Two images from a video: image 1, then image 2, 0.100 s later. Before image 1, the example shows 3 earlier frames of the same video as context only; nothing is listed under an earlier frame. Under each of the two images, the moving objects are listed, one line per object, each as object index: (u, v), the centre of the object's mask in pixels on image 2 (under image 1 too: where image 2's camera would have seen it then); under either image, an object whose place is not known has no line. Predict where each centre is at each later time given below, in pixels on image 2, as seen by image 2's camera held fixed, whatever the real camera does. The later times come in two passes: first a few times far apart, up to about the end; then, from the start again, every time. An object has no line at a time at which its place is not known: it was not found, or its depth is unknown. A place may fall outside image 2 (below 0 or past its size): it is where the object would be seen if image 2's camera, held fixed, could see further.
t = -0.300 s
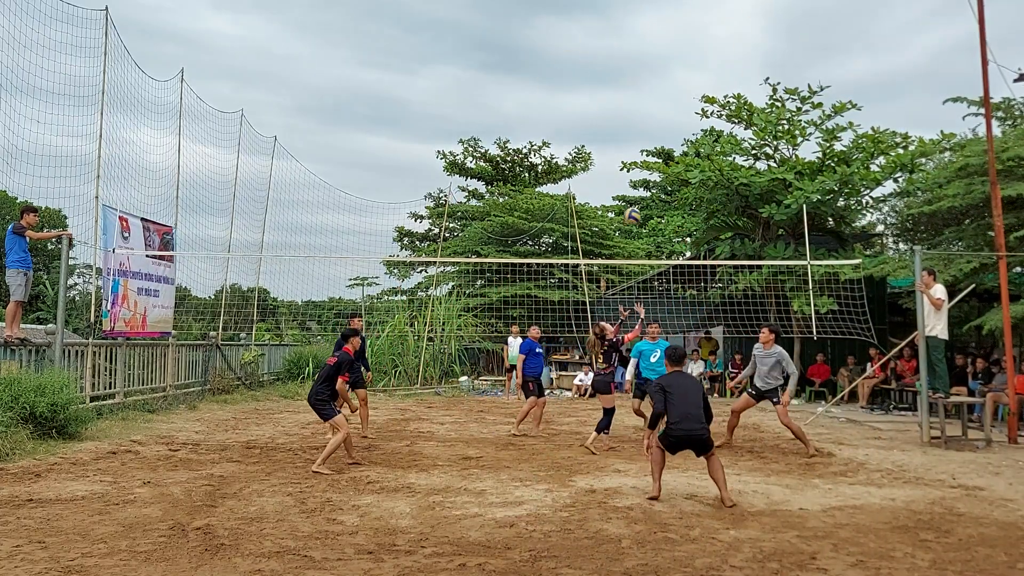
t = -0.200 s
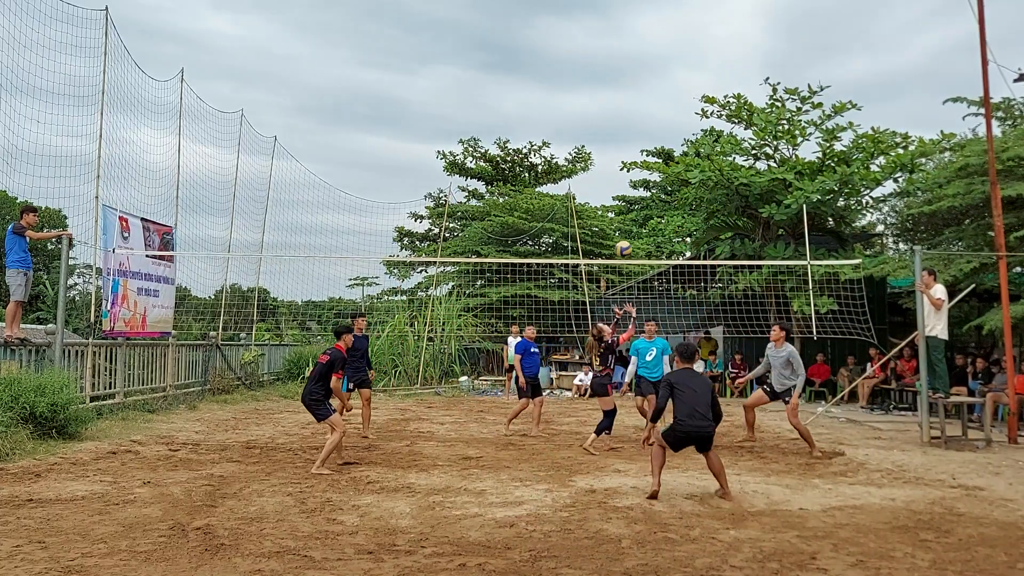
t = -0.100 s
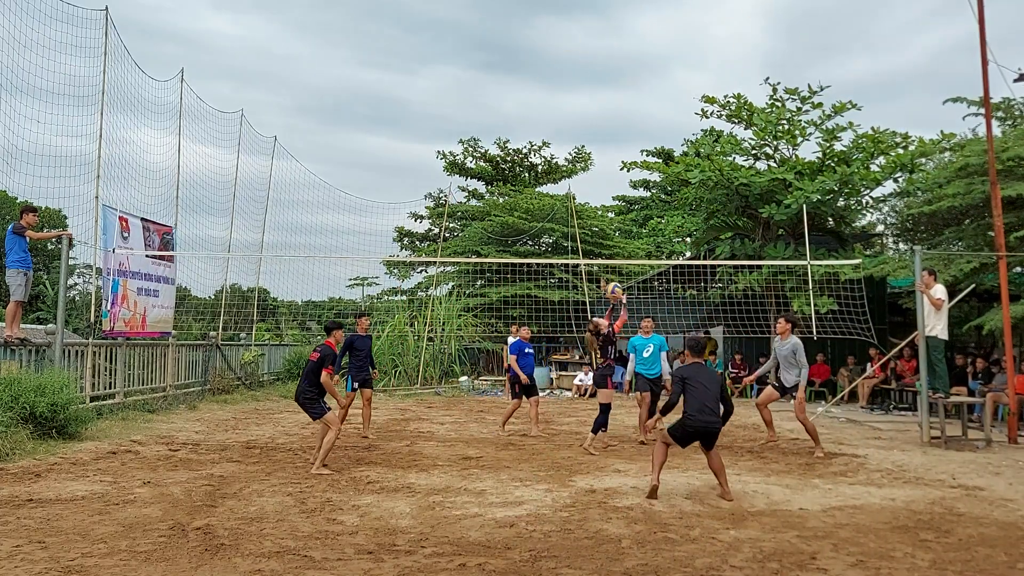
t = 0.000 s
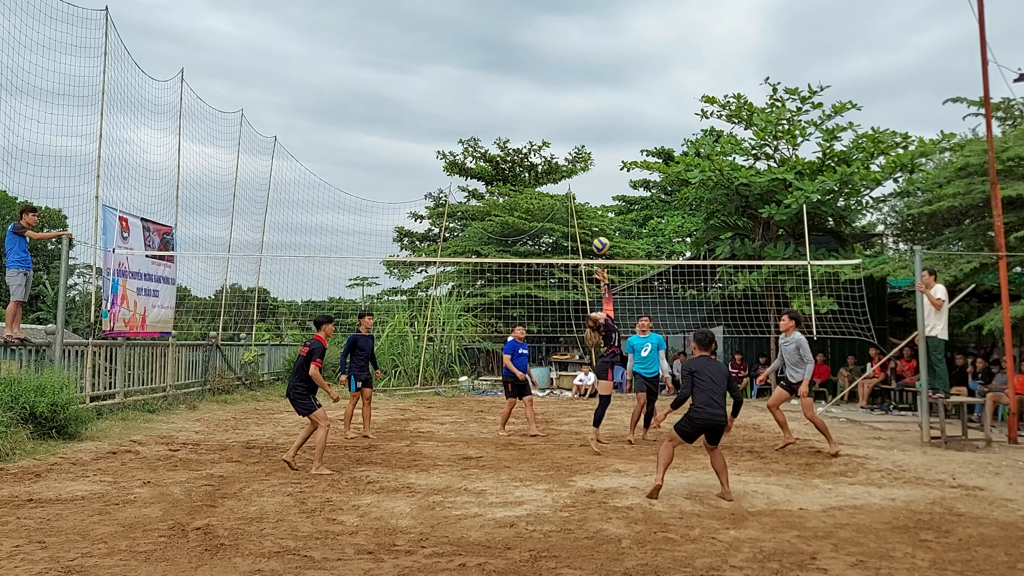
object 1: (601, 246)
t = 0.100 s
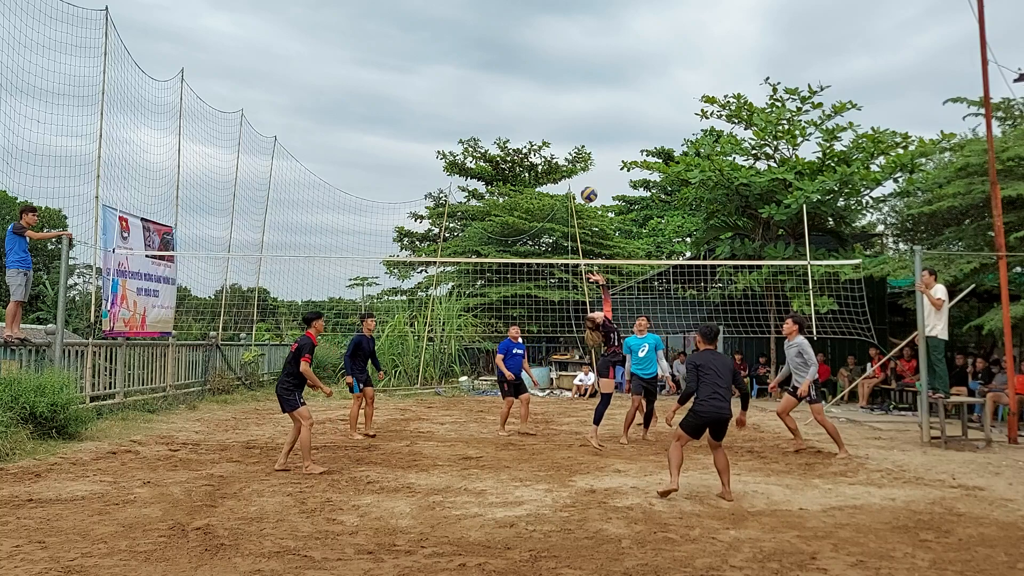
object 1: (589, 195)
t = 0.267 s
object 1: (569, 126)
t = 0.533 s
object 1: (538, 62)
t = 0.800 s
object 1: (505, 55)
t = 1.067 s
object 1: (473, 105)
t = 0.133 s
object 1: (585, 179)
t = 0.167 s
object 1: (581, 165)
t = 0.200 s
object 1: (577, 151)
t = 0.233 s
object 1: (573, 138)
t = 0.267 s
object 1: (569, 126)
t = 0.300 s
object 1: (565, 115)
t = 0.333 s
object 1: (561, 105)
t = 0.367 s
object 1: (557, 96)
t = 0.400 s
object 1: (553, 87)
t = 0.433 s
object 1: (550, 80)
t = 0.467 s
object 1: (546, 73)
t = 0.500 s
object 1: (542, 67)
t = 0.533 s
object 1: (538, 62)
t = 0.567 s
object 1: (533, 59)
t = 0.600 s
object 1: (529, 56)
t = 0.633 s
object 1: (526, 53)
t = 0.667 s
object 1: (522, 52)
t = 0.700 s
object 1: (518, 51)
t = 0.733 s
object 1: (514, 51)
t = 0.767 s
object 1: (510, 53)
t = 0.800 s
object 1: (505, 55)
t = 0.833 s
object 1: (501, 58)
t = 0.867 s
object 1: (497, 62)
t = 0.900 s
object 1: (493, 67)
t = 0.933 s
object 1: (489, 73)
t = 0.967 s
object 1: (485, 79)
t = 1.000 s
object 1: (481, 87)
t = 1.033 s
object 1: (477, 95)
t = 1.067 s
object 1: (473, 105)
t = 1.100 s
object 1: (469, 115)
